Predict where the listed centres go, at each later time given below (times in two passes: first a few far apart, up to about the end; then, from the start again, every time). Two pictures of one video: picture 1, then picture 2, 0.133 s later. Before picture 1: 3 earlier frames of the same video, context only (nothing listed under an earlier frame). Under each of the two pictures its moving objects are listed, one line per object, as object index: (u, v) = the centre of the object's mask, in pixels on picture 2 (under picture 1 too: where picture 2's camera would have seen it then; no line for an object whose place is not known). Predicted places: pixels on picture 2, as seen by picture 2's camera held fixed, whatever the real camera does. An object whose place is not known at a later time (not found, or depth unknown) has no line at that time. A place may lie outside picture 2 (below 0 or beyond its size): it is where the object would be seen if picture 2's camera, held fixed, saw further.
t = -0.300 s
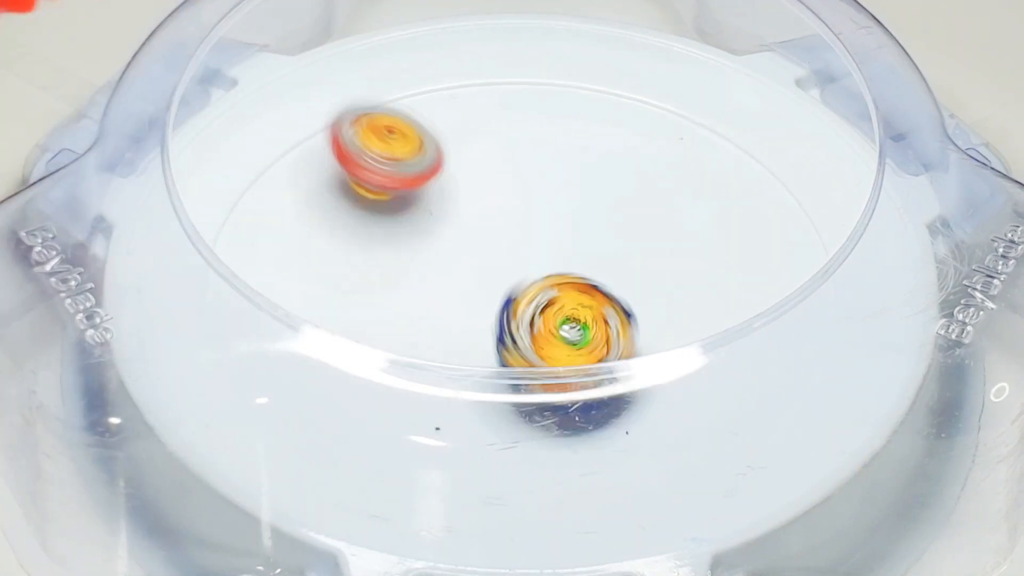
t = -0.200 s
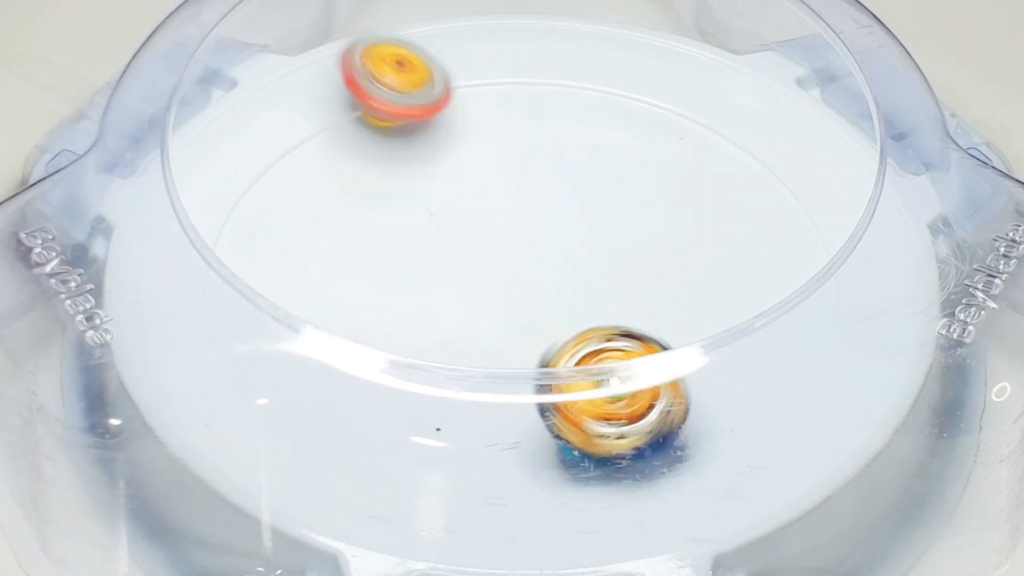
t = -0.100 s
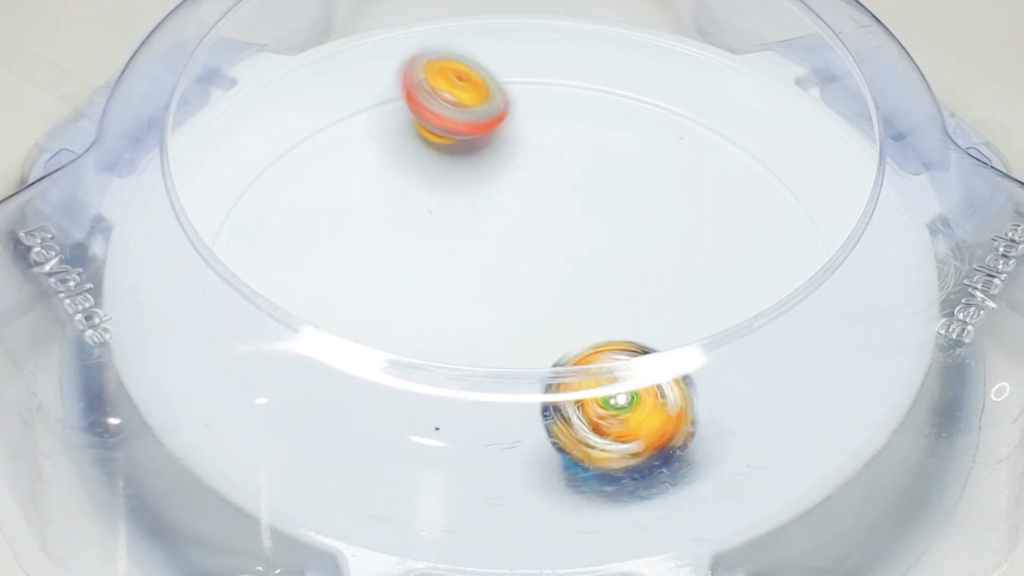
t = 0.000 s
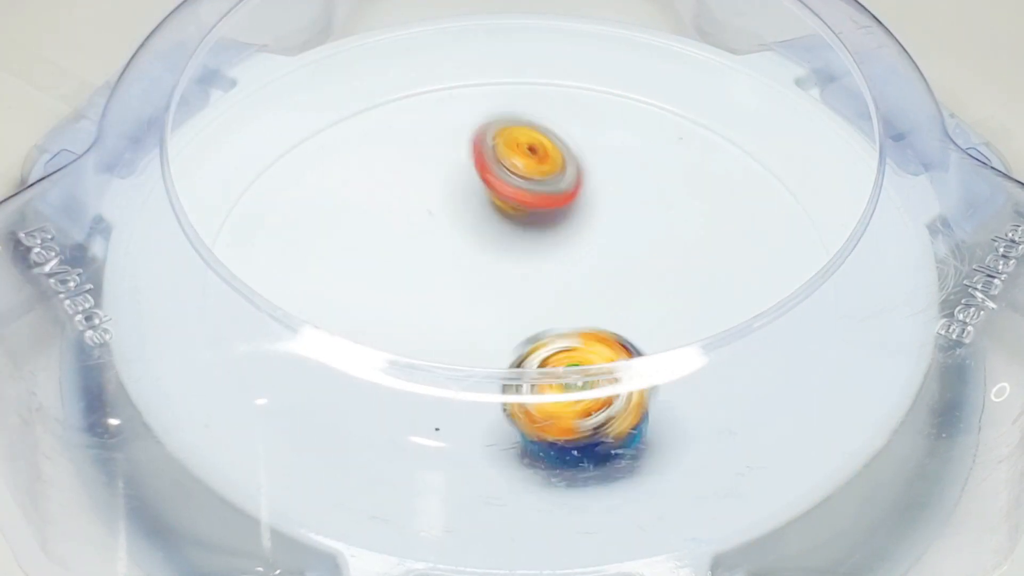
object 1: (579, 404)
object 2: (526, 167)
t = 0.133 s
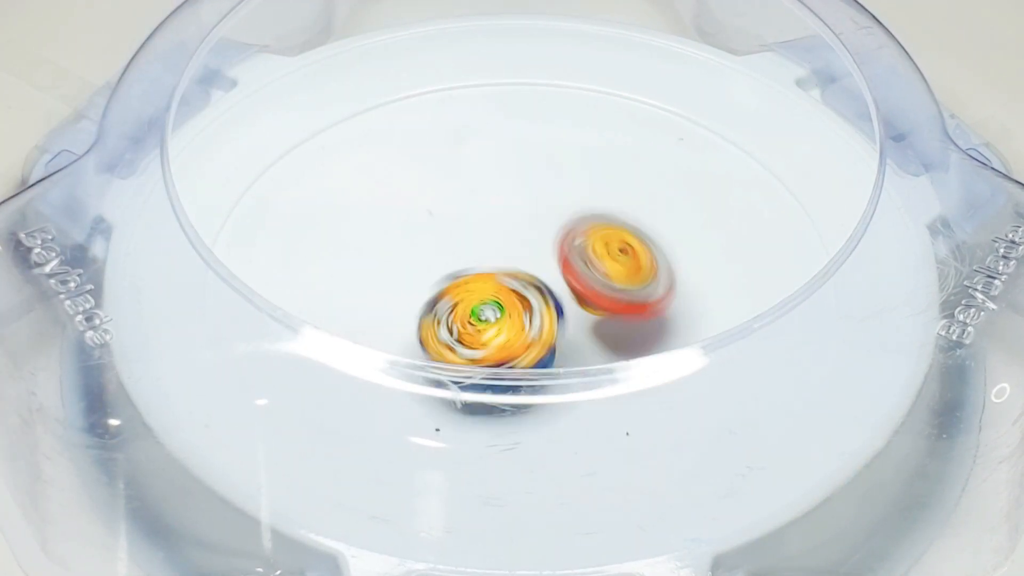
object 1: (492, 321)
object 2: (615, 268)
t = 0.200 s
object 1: (452, 287)
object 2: (641, 320)
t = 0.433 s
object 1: (414, 196)
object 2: (630, 442)
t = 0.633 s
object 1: (463, 226)
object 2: (510, 323)
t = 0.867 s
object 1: (623, 136)
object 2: (362, 378)
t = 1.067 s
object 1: (688, 251)
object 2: (443, 327)
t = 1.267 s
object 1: (540, 440)
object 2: (617, 227)
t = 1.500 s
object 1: (271, 357)
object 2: (679, 135)
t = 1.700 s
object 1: (347, 179)
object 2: (563, 206)
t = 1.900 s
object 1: (617, 124)
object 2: (411, 310)
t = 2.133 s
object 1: (807, 300)
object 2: (405, 391)
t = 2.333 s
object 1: (591, 453)
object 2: (574, 328)
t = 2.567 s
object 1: (279, 308)
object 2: (687, 197)
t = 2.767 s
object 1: (347, 122)
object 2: (578, 145)
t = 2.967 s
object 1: (580, 21)
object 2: (417, 401)
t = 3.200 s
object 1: (752, 194)
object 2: (527, 409)
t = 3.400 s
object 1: (831, 423)
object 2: (407, 161)
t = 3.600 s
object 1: (690, 391)
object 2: (376, 165)
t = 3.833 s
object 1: (634, 456)
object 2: (340, 31)
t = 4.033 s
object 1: (575, 463)
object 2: (586, 286)
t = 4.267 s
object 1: (468, 311)
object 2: (743, 437)
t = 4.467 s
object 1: (472, 153)
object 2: (637, 418)
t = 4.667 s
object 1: (568, 151)
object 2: (475, 222)
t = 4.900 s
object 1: (676, 304)
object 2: (403, 109)
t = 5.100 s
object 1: (614, 438)
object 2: (452, 178)
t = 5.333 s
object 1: (460, 365)
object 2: (612, 319)
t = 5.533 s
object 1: (377, 264)
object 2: (799, 332)
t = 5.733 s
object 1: (440, 196)
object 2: (737, 268)
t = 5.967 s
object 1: (464, 180)
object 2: (597, 274)
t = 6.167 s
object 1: (441, 207)
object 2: (571, 345)
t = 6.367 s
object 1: (462, 281)
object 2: (536, 387)
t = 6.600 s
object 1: (453, 220)
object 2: (553, 471)
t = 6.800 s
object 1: (472, 213)
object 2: (513, 446)
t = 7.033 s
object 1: (520, 194)
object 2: (441, 315)
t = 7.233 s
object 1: (602, 171)
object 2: (410, 270)
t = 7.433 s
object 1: (627, 253)
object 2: (480, 223)
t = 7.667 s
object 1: (584, 331)
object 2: (557, 216)
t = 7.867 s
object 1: (538, 337)
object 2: (600, 266)
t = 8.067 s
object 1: (507, 353)
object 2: (592, 282)
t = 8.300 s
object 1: (498, 337)
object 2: (537, 222)
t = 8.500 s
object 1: (510, 310)
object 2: (453, 207)
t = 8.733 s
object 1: (552, 282)
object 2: (366, 236)
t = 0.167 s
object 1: (471, 307)
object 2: (632, 312)
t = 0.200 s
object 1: (452, 287)
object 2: (641, 320)
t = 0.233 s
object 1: (438, 265)
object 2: (658, 350)
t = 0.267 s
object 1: (425, 244)
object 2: (676, 415)
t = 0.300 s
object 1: (416, 228)
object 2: (676, 421)
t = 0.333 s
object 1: (411, 212)
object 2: (669, 436)
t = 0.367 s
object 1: (409, 203)
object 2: (658, 440)
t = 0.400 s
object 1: (412, 197)
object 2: (646, 441)
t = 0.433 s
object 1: (414, 196)
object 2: (630, 442)
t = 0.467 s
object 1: (420, 198)
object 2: (613, 441)
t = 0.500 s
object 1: (425, 202)
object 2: (590, 422)
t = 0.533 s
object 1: (433, 205)
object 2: (569, 404)
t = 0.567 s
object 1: (442, 212)
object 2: (548, 383)
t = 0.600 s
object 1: (452, 220)
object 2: (524, 340)
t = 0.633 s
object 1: (463, 226)
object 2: (510, 323)
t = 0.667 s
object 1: (483, 213)
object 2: (488, 311)
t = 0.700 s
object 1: (509, 194)
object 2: (457, 327)
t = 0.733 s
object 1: (533, 171)
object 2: (433, 328)
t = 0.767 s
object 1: (557, 155)
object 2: (412, 328)
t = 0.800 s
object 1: (580, 142)
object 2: (381, 384)
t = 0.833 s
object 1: (602, 137)
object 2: (379, 350)
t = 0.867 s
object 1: (623, 136)
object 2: (362, 378)
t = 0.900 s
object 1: (641, 140)
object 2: (360, 377)
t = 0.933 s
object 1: (659, 153)
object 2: (372, 348)
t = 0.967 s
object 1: (672, 170)
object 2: (372, 382)
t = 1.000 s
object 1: (682, 193)
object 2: (402, 327)
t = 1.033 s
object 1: (688, 220)
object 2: (419, 329)
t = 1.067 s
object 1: (688, 251)
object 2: (443, 327)
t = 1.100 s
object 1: (681, 282)
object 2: (471, 320)
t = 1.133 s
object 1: (663, 305)
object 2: (500, 302)
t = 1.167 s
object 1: (646, 341)
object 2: (530, 285)
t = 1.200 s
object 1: (613, 363)
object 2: (561, 265)
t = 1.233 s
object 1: (577, 400)
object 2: (590, 247)
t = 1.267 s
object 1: (540, 440)
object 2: (617, 227)
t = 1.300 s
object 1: (495, 426)
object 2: (639, 205)
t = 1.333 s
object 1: (450, 442)
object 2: (657, 187)
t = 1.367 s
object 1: (407, 425)
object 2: (673, 170)
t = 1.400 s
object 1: (363, 428)
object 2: (683, 157)
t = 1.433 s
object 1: (324, 413)
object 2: (686, 142)
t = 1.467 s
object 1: (290, 390)
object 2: (686, 140)
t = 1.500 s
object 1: (271, 357)
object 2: (679, 135)
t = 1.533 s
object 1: (260, 324)
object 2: (671, 144)
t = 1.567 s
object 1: (263, 298)
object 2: (656, 150)
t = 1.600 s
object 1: (281, 255)
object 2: (637, 161)
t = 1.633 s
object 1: (290, 232)
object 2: (616, 175)
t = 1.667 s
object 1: (315, 204)
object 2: (591, 190)
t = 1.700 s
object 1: (347, 179)
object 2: (563, 206)
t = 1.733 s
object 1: (387, 156)
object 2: (536, 226)
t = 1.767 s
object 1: (429, 141)
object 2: (507, 244)
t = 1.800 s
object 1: (476, 129)
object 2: (480, 262)
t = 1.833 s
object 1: (524, 121)
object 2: (454, 280)
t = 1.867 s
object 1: (572, 121)
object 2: (431, 297)
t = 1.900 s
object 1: (617, 124)
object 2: (411, 310)
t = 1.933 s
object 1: (663, 136)
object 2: (400, 317)
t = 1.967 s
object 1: (704, 150)
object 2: (391, 321)
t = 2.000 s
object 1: (739, 171)
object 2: (383, 336)
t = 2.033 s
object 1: (767, 197)
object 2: (383, 343)
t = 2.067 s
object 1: (786, 224)
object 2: (395, 336)
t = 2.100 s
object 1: (799, 255)
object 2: (398, 354)
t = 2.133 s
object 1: (807, 300)
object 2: (405, 391)
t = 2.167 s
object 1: (794, 330)
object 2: (435, 363)
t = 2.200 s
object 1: (772, 358)
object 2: (460, 367)
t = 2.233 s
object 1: (743, 393)
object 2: (488, 342)
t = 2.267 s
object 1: (701, 423)
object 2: (517, 342)
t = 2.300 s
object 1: (648, 443)
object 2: (545, 337)
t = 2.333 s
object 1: (591, 453)
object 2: (574, 328)
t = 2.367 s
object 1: (527, 454)
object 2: (602, 319)
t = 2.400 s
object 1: (471, 449)
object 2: (629, 302)
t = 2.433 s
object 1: (412, 437)
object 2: (650, 279)
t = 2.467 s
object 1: (362, 424)
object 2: (667, 259)
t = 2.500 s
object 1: (330, 383)
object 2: (679, 237)
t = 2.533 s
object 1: (293, 354)
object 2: (687, 218)
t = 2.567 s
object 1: (279, 308)
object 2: (687, 197)
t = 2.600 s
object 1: (283, 260)
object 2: (683, 179)
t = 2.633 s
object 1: (272, 234)
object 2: (671, 165)
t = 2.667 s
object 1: (276, 203)
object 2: (655, 154)
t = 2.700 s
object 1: (291, 172)
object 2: (633, 147)
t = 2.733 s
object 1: (317, 146)
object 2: (608, 144)
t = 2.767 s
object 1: (347, 122)
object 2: (578, 145)
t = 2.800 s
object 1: (384, 105)
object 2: (547, 151)
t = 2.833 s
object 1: (424, 92)
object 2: (512, 161)
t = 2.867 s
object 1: (464, 52)
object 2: (485, 220)
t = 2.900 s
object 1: (505, 35)
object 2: (460, 280)
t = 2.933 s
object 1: (546, 26)
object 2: (442, 327)
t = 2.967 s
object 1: (580, 21)
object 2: (417, 401)
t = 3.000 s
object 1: (616, 25)
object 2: (403, 445)
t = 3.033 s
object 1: (649, 37)
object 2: (403, 457)
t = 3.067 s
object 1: (680, 54)
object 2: (410, 476)
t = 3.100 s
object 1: (706, 81)
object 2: (435, 478)
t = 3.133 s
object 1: (728, 114)
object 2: (467, 451)
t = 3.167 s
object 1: (744, 153)
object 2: (496, 446)
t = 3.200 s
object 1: (752, 194)
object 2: (527, 409)
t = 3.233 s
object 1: (753, 237)
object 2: (554, 383)
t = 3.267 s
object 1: (749, 285)
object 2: (584, 340)
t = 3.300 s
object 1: (749, 320)
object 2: (583, 315)
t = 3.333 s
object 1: (789, 353)
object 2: (520, 271)
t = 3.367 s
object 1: (818, 390)
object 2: (461, 215)
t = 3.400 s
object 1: (831, 423)
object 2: (407, 161)
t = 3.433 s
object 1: (819, 431)
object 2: (357, 106)
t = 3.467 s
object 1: (802, 421)
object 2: (324, 62)
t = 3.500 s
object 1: (781, 418)
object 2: (311, 53)
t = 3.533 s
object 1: (755, 407)
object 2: (330, 87)
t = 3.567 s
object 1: (728, 406)
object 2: (352, 119)
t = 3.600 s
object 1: (690, 391)
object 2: (376, 165)
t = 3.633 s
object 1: (641, 358)
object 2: (408, 205)
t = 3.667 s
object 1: (595, 329)
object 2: (442, 245)
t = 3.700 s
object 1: (568, 325)
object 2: (464, 276)
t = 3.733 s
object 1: (596, 399)
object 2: (424, 198)
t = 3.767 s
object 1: (620, 439)
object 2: (387, 139)
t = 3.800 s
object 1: (632, 454)
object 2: (358, 79)
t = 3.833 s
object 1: (634, 456)
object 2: (340, 31)
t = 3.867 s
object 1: (629, 468)
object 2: (374, 62)
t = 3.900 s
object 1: (622, 468)
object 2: (411, 117)
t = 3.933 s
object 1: (613, 475)
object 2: (453, 156)
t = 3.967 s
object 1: (602, 473)
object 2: (499, 205)
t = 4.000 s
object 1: (590, 468)
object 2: (542, 246)
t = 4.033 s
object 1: (575, 463)
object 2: (586, 286)
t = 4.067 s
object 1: (558, 459)
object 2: (629, 319)
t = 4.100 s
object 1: (541, 450)
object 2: (680, 379)
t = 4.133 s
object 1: (521, 422)
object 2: (718, 402)
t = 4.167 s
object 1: (504, 405)
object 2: (736, 413)
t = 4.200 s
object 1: (491, 360)
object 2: (742, 411)
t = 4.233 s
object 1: (478, 329)
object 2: (746, 430)
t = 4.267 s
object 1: (468, 311)
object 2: (743, 437)
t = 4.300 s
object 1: (462, 280)
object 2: (735, 441)
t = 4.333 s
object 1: (457, 250)
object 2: (722, 439)
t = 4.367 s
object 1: (456, 221)
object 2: (704, 436)
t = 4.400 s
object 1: (458, 196)
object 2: (683, 433)
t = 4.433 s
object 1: (464, 171)
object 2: (660, 427)
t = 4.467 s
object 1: (472, 153)
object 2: (637, 418)
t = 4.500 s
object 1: (484, 139)
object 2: (584, 347)
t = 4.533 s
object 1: (497, 130)
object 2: (567, 335)
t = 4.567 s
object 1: (512, 128)
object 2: (543, 317)
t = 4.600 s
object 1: (530, 130)
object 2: (519, 284)
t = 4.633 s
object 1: (548, 138)
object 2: (496, 252)
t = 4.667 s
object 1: (568, 151)
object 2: (475, 222)
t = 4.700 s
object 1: (589, 167)
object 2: (456, 194)
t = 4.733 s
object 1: (611, 188)
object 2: (441, 169)
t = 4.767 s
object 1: (630, 212)
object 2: (427, 148)
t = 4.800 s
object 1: (648, 237)
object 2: (417, 132)
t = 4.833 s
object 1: (664, 264)
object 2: (410, 120)
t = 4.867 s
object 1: (674, 289)
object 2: (405, 113)
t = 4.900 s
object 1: (676, 304)
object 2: (403, 109)
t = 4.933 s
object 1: (685, 340)
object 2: (403, 111)
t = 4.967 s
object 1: (685, 377)
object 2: (406, 116)
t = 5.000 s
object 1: (673, 392)
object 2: (413, 126)
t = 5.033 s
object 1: (661, 420)
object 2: (423, 141)
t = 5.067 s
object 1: (637, 432)
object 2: (436, 158)
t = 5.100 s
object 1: (614, 438)
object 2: (452, 178)
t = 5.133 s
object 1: (588, 442)
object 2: (470, 200)
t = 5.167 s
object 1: (563, 443)
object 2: (490, 222)
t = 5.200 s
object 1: (540, 440)
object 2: (511, 248)
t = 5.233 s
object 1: (519, 436)
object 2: (533, 272)
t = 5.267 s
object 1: (500, 414)
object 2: (556, 295)
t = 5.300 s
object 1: (482, 402)
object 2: (580, 312)
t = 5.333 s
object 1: (460, 365)
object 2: (612, 319)
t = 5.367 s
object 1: (436, 350)
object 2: (658, 334)
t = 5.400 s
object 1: (419, 324)
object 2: (697, 342)
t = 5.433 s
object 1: (400, 312)
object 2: (733, 345)
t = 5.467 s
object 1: (388, 299)
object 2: (762, 345)
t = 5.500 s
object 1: (379, 281)
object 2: (785, 339)
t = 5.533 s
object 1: (377, 264)
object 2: (799, 332)
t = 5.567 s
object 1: (379, 246)
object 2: (805, 325)
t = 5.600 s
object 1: (384, 233)
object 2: (807, 316)
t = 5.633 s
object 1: (395, 221)
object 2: (802, 309)
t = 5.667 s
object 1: (408, 209)
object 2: (786, 298)
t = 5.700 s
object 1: (424, 202)
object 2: (766, 287)
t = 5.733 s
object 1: (440, 196)
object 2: (737, 268)
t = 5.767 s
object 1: (456, 195)
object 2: (709, 264)
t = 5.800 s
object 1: (474, 194)
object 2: (674, 256)
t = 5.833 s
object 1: (488, 196)
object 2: (640, 248)
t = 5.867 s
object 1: (492, 196)
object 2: (610, 240)
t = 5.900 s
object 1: (485, 188)
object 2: (602, 249)
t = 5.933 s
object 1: (473, 183)
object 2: (600, 261)
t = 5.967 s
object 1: (464, 180)
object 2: (597, 274)
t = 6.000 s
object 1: (454, 179)
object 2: (593, 286)
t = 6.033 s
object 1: (447, 182)
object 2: (587, 301)
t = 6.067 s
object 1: (442, 185)
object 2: (582, 314)
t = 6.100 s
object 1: (441, 191)
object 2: (580, 322)
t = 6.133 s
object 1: (441, 198)
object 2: (575, 330)
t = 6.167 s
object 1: (441, 207)
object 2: (571, 345)
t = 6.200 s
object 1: (443, 217)
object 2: (564, 366)
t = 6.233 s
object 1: (446, 228)
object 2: (560, 369)
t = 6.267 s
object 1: (450, 241)
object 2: (555, 376)
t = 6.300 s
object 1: (454, 253)
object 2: (548, 384)
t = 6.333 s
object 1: (457, 267)
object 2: (544, 385)
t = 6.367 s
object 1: (462, 281)
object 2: (536, 387)
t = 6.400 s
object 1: (465, 293)
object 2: (528, 387)
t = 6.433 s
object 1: (466, 300)
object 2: (526, 388)
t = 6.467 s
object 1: (461, 287)
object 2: (533, 420)
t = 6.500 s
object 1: (457, 267)
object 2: (541, 446)
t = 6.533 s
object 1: (453, 248)
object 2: (546, 461)
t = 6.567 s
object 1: (452, 233)
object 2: (550, 467)
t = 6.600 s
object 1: (453, 220)
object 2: (553, 471)
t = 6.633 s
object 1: (455, 212)
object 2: (550, 474)
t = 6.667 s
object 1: (458, 208)
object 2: (546, 472)
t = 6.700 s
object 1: (461, 206)
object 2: (538, 469)
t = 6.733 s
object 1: (463, 208)
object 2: (529, 462)
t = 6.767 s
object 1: (468, 209)
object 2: (521, 459)
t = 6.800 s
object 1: (472, 213)
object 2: (513, 446)
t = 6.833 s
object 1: (476, 215)
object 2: (504, 434)
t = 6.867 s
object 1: (481, 220)
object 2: (497, 406)
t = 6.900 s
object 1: (484, 224)
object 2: (491, 359)
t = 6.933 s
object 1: (489, 229)
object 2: (480, 339)
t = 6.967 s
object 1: (494, 231)
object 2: (475, 319)
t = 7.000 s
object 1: (506, 212)
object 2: (458, 319)
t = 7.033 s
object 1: (520, 194)
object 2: (441, 315)
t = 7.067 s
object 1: (535, 179)
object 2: (429, 310)
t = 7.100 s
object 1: (548, 169)
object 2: (419, 308)
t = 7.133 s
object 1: (563, 162)
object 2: (409, 299)
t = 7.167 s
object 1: (577, 161)
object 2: (407, 291)
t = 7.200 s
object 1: (590, 164)
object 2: (407, 281)
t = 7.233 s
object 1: (602, 171)
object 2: (410, 270)
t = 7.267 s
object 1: (613, 181)
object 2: (419, 261)
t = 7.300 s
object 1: (620, 193)
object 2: (427, 250)
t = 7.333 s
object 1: (627, 207)
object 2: (439, 241)
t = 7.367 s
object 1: (629, 223)
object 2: (452, 233)
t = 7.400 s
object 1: (629, 237)
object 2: (466, 226)
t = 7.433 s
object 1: (627, 253)
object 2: (480, 223)
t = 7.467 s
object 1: (622, 267)
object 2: (495, 219)
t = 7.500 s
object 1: (616, 282)
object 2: (510, 217)
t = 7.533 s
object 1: (613, 299)
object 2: (518, 214)
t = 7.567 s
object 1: (608, 312)
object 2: (528, 207)
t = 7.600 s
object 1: (601, 320)
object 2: (535, 209)
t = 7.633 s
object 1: (592, 327)
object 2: (547, 210)
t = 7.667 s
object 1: (584, 331)
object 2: (557, 216)
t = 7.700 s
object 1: (574, 334)
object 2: (566, 222)
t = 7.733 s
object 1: (566, 336)
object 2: (576, 233)
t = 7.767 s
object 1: (559, 336)
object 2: (583, 244)
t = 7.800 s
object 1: (554, 335)
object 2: (590, 253)
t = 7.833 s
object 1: (548, 335)
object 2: (594, 260)
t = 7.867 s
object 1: (538, 337)
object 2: (600, 266)
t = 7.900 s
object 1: (531, 338)
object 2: (602, 272)
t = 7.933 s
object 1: (524, 351)
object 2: (603, 276)
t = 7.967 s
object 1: (517, 354)
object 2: (604, 277)
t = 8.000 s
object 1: (512, 338)
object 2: (600, 282)
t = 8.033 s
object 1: (510, 353)
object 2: (597, 283)
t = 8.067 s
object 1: (507, 353)
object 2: (592, 282)
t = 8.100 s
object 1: (500, 346)
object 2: (588, 273)
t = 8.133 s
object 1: (496, 365)
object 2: (580, 260)
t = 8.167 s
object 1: (494, 366)
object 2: (577, 250)
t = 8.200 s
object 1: (495, 364)
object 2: (569, 240)
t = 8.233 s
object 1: (496, 359)
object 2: (560, 232)
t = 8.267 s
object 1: (497, 340)
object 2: (548, 226)
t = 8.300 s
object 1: (498, 337)
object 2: (537, 222)
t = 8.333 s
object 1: (498, 331)
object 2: (526, 219)
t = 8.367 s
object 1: (499, 326)
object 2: (509, 218)
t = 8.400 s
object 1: (500, 320)
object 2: (495, 220)
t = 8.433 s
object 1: (503, 316)
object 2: (481, 217)
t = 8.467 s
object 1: (507, 313)
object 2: (467, 211)
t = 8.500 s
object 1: (510, 310)
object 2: (453, 207)
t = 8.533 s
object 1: (512, 304)
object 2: (438, 207)
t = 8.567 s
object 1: (513, 300)
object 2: (427, 208)
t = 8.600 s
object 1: (514, 294)
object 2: (417, 212)
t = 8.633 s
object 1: (515, 290)
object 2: (410, 221)
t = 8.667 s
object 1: (528, 287)
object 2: (391, 227)
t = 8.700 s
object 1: (541, 285)
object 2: (380, 229)
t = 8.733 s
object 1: (552, 282)
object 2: (366, 236)
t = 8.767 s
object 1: (559, 279)
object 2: (359, 244)
